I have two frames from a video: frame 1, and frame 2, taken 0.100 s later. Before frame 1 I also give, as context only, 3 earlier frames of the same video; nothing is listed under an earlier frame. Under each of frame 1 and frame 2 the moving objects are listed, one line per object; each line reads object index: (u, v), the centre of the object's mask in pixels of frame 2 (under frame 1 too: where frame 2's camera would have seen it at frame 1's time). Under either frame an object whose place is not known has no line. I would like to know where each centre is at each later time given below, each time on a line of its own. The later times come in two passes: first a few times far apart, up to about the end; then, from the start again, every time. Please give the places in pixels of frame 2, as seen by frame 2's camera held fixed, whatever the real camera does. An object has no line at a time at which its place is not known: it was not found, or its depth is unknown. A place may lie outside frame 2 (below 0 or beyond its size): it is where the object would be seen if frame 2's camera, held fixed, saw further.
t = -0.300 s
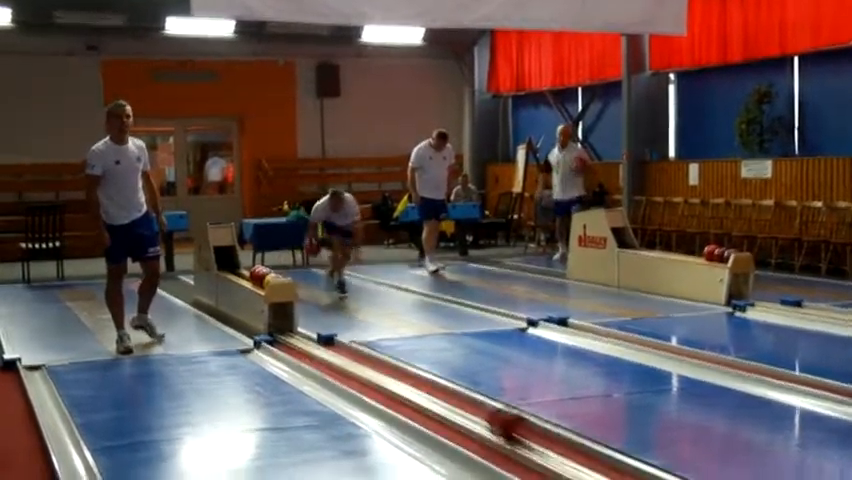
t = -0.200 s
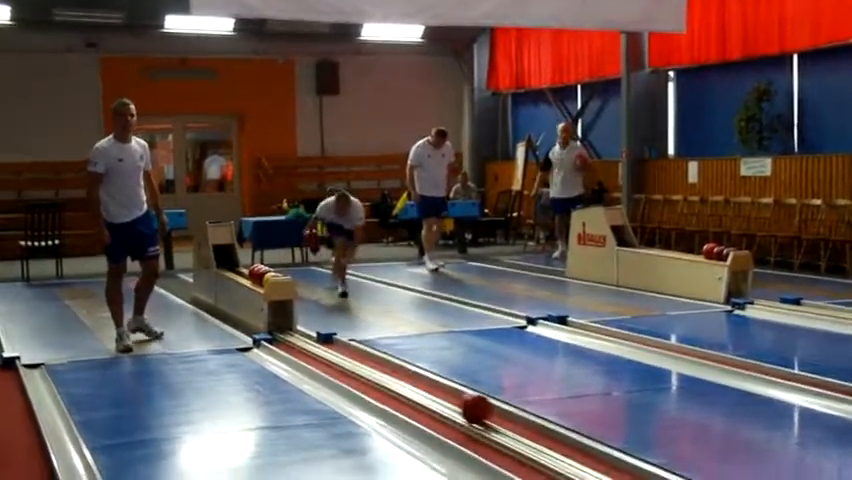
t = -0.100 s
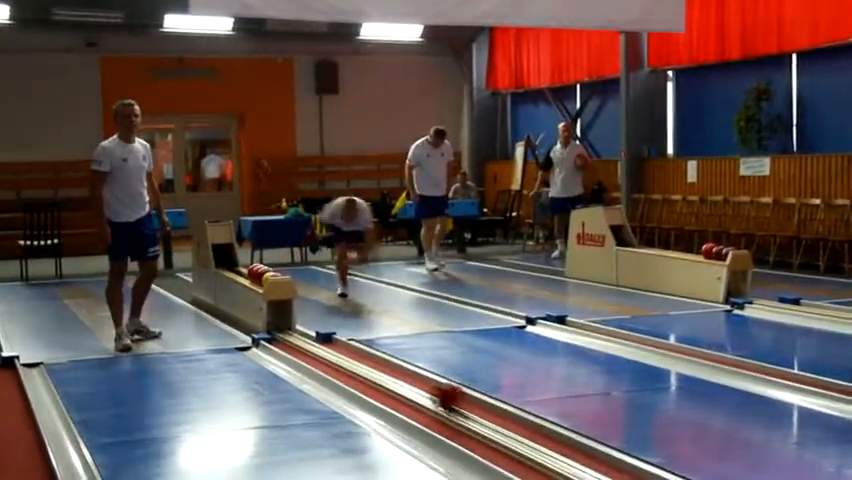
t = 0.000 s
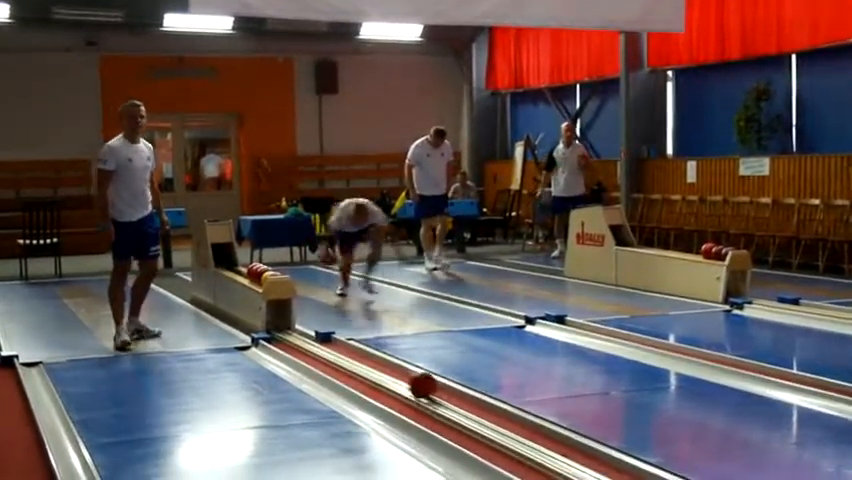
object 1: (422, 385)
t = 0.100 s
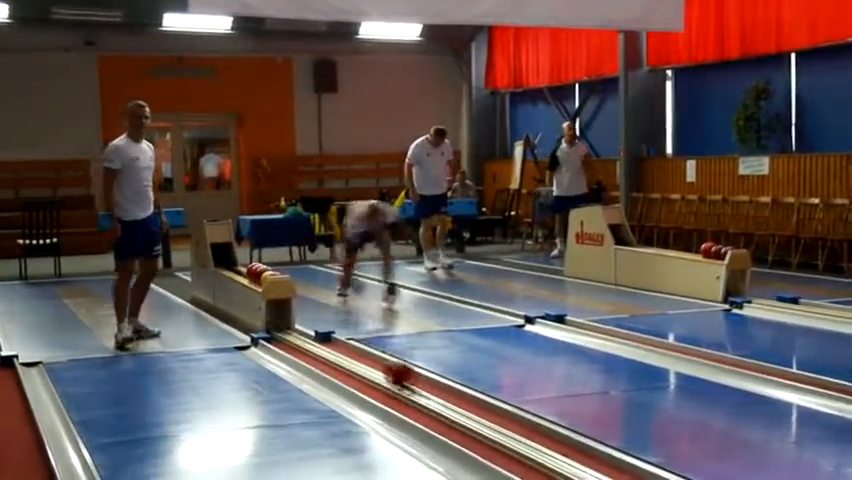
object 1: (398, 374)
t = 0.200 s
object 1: (379, 366)
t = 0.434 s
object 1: (339, 348)
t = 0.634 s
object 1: (311, 336)
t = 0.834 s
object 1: (286, 324)
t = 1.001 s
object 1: (279, 320)
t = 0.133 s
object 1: (395, 372)
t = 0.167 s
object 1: (387, 369)
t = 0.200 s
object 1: (379, 366)
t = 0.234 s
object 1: (373, 363)
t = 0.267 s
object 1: (367, 360)
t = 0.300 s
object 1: (362, 359)
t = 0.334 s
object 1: (356, 356)
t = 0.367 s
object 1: (351, 353)
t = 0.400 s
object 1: (345, 350)
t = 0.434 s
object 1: (339, 348)
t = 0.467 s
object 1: (333, 345)
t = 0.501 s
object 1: (331, 344)
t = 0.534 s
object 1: (326, 342)
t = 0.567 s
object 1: (321, 339)
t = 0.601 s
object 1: (317, 338)
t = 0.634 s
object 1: (311, 336)
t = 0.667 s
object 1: (307, 333)
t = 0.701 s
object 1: (302, 331)
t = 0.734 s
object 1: (298, 330)
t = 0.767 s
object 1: (294, 327)
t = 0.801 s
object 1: (290, 325)
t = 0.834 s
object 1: (286, 324)
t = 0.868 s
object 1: (283, 323)
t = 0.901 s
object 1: (280, 321)
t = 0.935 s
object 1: (279, 321)
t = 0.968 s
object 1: (280, 321)
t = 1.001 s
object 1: (279, 320)
